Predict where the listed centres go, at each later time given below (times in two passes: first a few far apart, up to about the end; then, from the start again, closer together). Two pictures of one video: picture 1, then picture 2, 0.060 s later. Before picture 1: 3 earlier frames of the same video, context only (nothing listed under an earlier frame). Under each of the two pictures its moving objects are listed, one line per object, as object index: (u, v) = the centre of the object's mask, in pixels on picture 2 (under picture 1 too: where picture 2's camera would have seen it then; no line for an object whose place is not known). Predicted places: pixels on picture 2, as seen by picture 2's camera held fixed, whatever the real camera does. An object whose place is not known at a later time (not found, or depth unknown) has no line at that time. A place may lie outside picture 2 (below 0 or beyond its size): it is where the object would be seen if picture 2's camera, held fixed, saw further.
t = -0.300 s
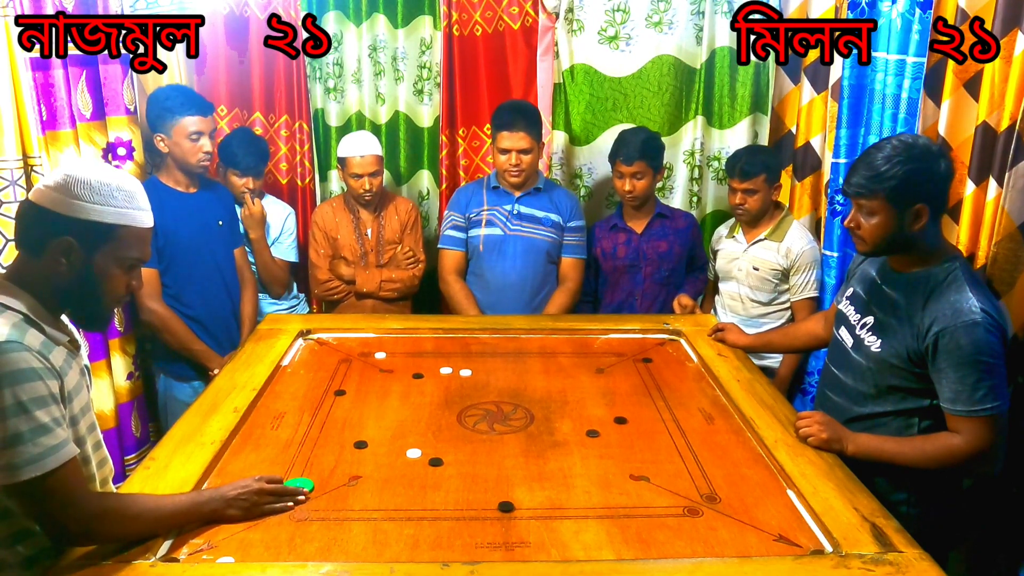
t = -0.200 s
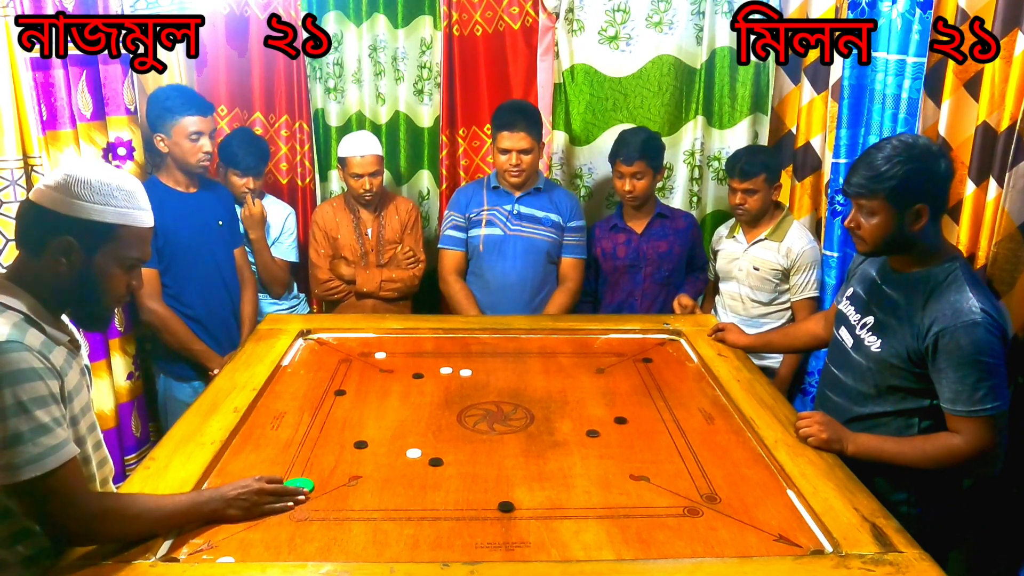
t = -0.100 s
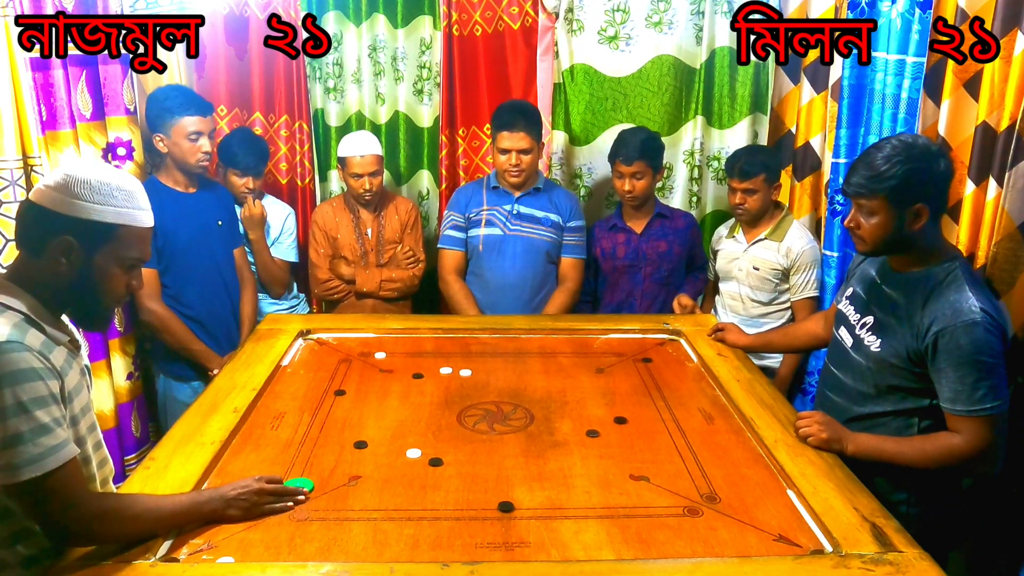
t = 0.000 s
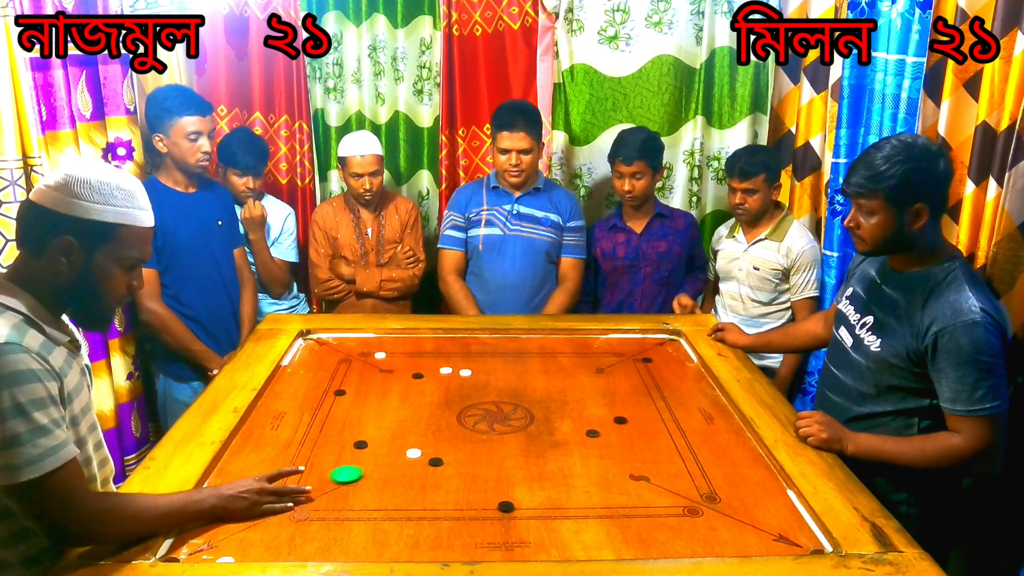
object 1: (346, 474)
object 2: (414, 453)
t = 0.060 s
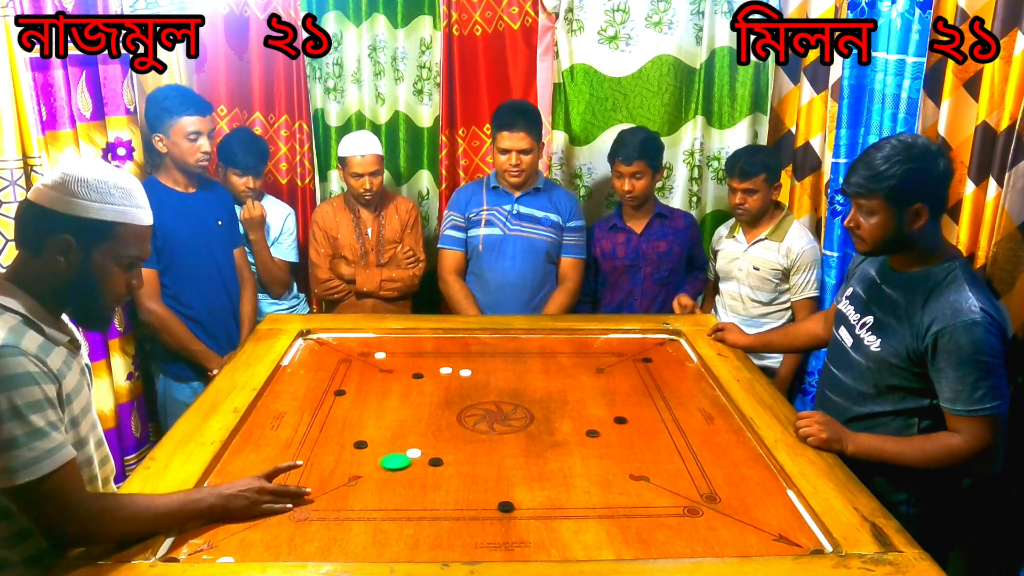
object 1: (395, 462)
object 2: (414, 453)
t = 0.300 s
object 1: (495, 436)
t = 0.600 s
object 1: (562, 418)
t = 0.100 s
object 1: (419, 457)
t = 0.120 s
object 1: (428, 454)
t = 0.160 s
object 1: (444, 450)
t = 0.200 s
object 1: (460, 445)
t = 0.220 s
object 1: (468, 443)
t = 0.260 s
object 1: (482, 439)
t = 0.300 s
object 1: (495, 436)
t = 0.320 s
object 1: (500, 434)
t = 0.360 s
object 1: (512, 431)
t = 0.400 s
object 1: (522, 428)
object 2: (601, 361)
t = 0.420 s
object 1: (527, 427)
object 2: (608, 357)
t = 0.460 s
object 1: (536, 425)
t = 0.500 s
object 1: (545, 423)
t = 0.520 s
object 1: (548, 422)
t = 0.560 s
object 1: (555, 420)
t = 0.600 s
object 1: (562, 418)
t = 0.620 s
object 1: (564, 418)
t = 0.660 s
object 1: (569, 416)
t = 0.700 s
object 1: (574, 415)
